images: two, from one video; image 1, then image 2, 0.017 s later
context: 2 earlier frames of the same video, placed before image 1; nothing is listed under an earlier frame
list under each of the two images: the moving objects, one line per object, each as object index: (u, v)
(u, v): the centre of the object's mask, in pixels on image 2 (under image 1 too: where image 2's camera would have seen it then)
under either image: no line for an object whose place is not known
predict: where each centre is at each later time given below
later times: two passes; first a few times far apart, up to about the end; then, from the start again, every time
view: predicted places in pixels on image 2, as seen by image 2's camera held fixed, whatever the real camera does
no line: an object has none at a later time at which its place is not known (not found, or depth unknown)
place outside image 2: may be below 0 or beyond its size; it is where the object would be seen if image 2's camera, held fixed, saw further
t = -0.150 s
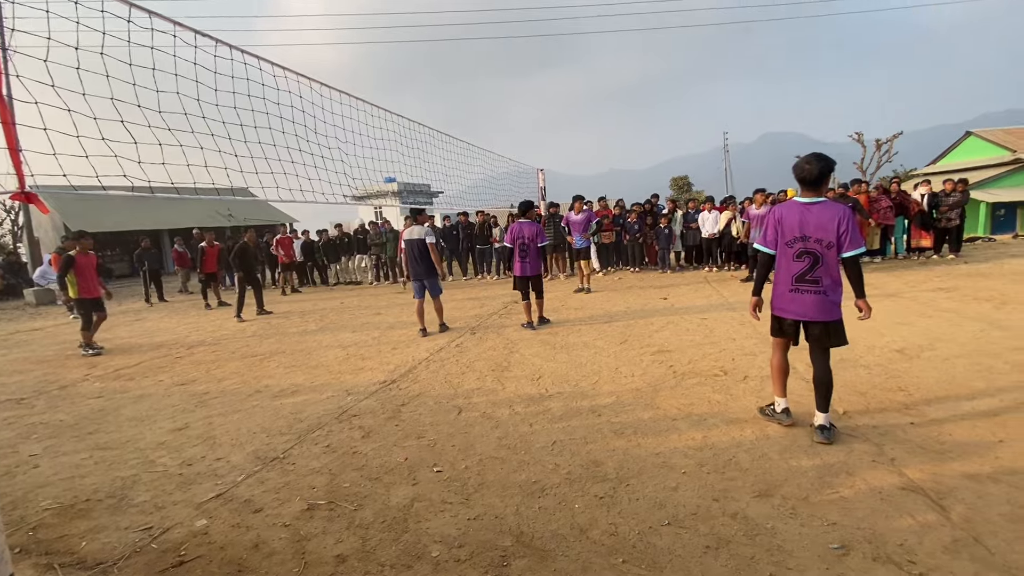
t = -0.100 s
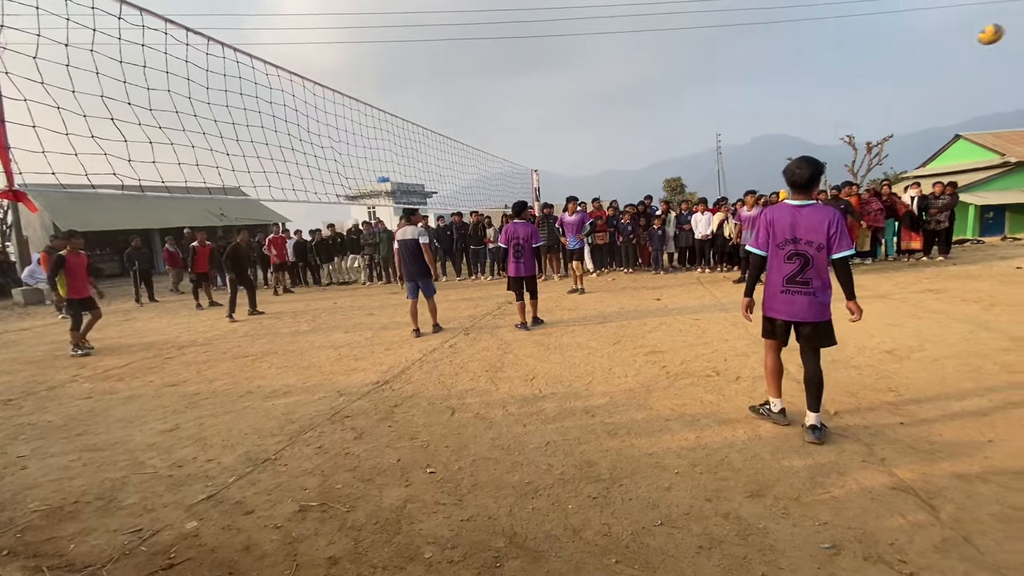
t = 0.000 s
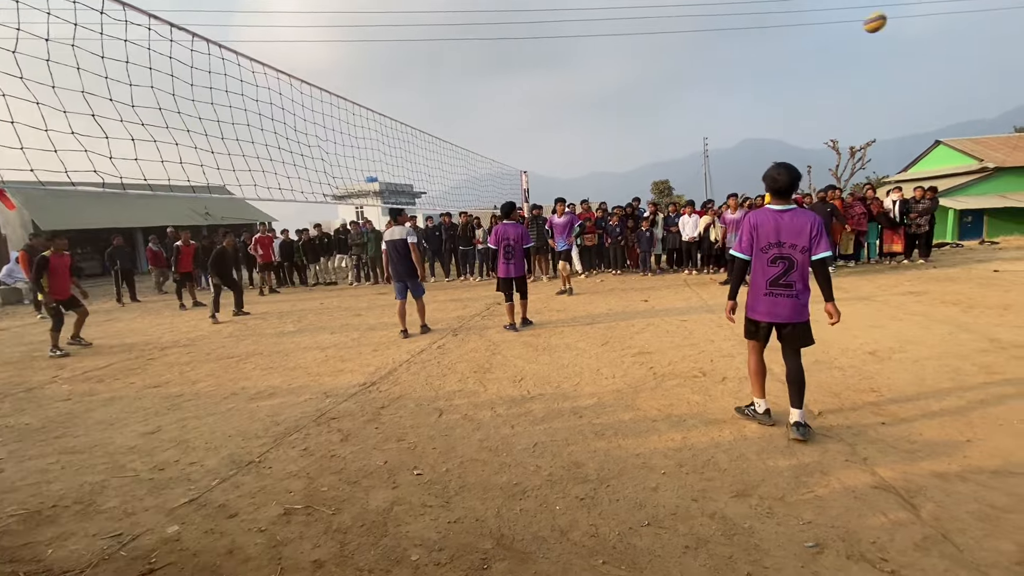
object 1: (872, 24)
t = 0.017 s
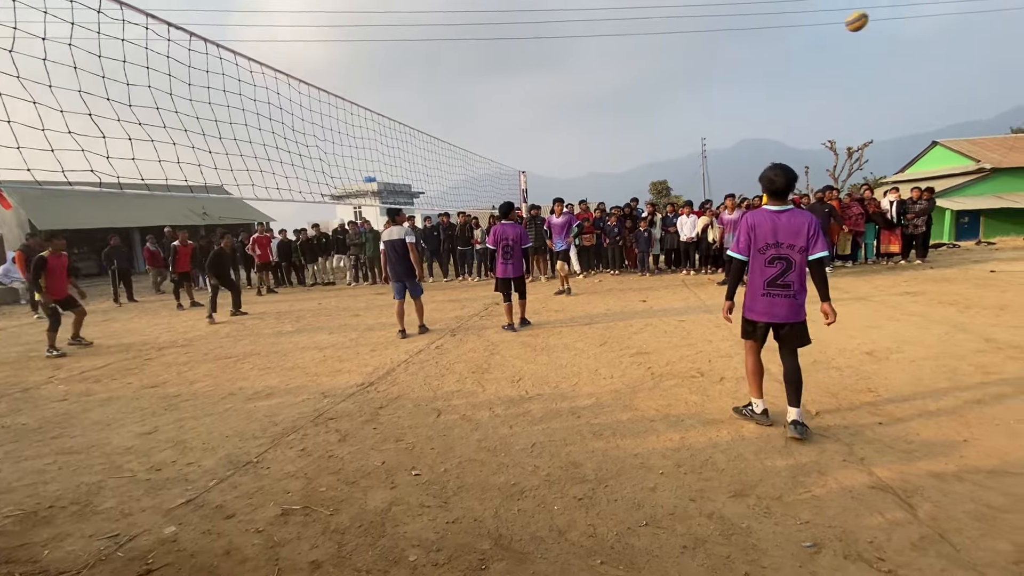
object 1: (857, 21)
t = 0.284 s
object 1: (626, 24)
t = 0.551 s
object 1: (435, 86)
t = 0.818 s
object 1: (285, 189)
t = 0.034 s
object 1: (842, 19)
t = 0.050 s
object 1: (826, 18)
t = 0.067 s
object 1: (811, 16)
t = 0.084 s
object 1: (796, 16)
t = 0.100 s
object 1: (780, 15)
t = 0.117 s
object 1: (766, 15)
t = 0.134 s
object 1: (751, 14)
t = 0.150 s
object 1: (737, 15)
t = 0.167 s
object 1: (722, 15)
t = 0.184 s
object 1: (708, 16)
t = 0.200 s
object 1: (694, 17)
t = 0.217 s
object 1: (680, 18)
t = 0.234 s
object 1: (666, 19)
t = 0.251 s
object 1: (653, 21)
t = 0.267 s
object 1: (640, 22)
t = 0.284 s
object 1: (626, 24)
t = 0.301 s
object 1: (613, 27)
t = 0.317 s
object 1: (600, 29)
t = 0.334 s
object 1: (587, 31)
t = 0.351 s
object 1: (574, 35)
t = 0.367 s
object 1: (562, 38)
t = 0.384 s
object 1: (550, 42)
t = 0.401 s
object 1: (537, 45)
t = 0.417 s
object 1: (525, 49)
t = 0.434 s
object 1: (513, 53)
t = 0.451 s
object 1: (502, 57)
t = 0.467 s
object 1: (490, 61)
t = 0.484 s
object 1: (479, 66)
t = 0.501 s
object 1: (468, 71)
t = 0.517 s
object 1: (457, 76)
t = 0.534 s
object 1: (446, 81)
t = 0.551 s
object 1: (435, 86)
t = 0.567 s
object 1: (424, 92)
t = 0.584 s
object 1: (414, 97)
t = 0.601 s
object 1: (404, 103)
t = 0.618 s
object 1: (394, 109)
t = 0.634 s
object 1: (384, 114)
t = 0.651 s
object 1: (374, 121)
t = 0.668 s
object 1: (364, 127)
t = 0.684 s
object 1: (355, 133)
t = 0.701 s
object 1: (345, 140)
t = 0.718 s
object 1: (337, 146)
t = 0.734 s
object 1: (327, 153)
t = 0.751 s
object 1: (319, 160)
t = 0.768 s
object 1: (310, 167)
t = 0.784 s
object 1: (301, 174)
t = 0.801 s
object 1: (293, 181)
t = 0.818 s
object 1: (285, 189)
